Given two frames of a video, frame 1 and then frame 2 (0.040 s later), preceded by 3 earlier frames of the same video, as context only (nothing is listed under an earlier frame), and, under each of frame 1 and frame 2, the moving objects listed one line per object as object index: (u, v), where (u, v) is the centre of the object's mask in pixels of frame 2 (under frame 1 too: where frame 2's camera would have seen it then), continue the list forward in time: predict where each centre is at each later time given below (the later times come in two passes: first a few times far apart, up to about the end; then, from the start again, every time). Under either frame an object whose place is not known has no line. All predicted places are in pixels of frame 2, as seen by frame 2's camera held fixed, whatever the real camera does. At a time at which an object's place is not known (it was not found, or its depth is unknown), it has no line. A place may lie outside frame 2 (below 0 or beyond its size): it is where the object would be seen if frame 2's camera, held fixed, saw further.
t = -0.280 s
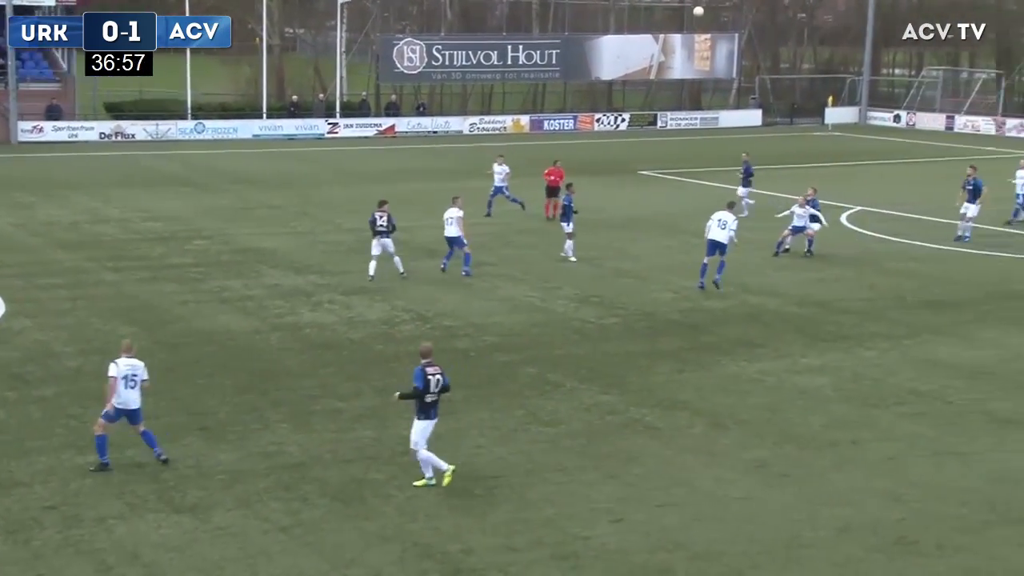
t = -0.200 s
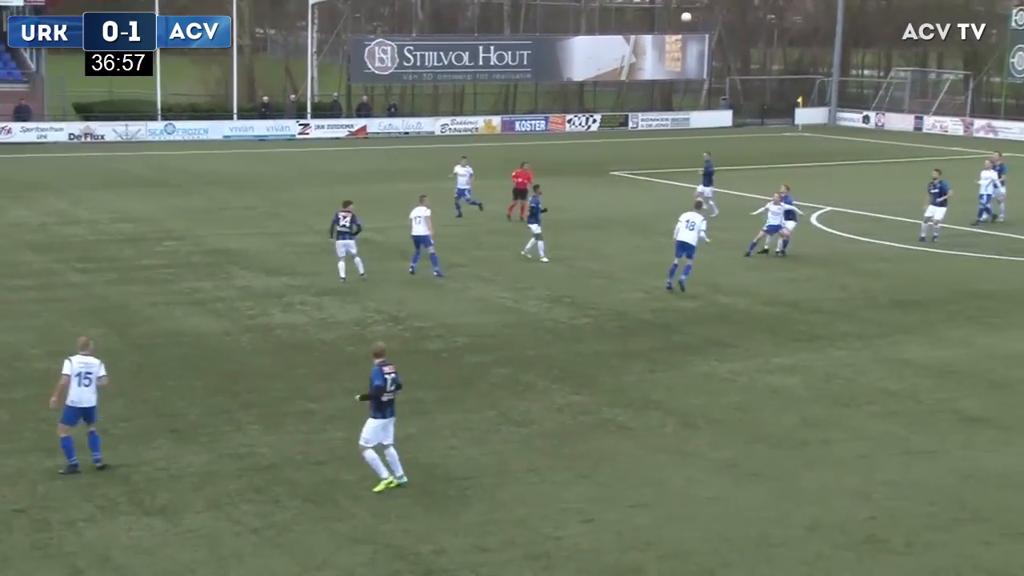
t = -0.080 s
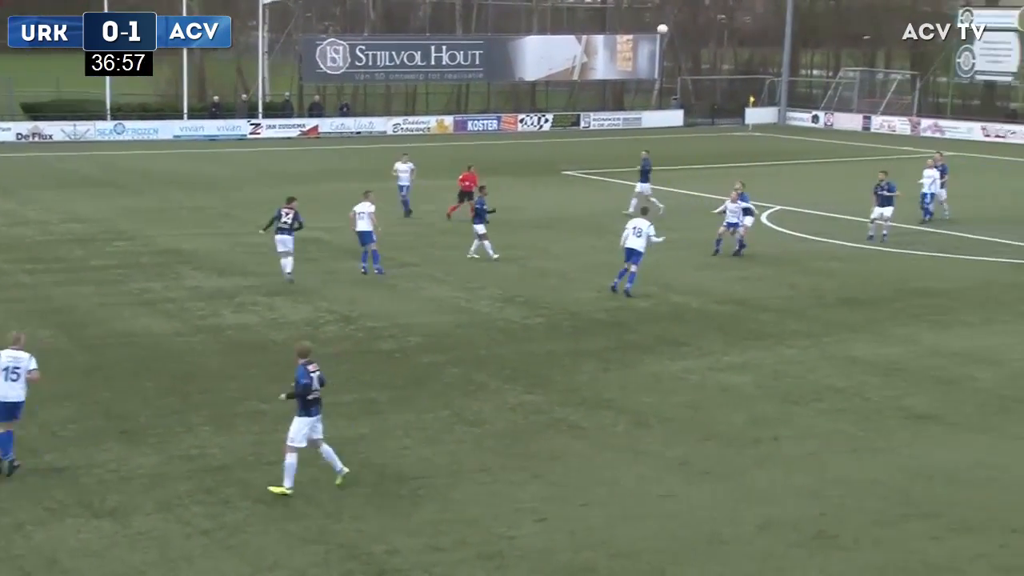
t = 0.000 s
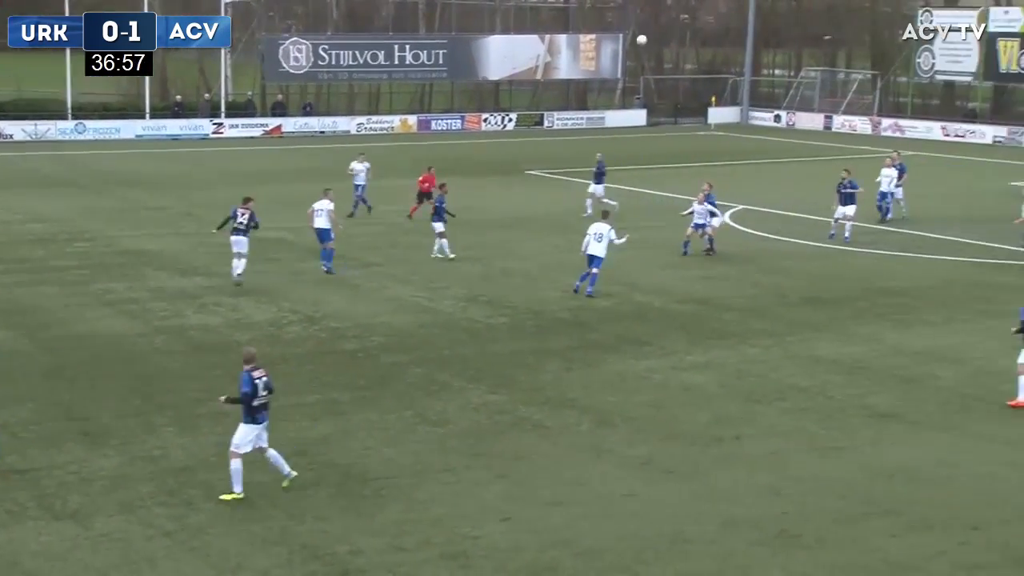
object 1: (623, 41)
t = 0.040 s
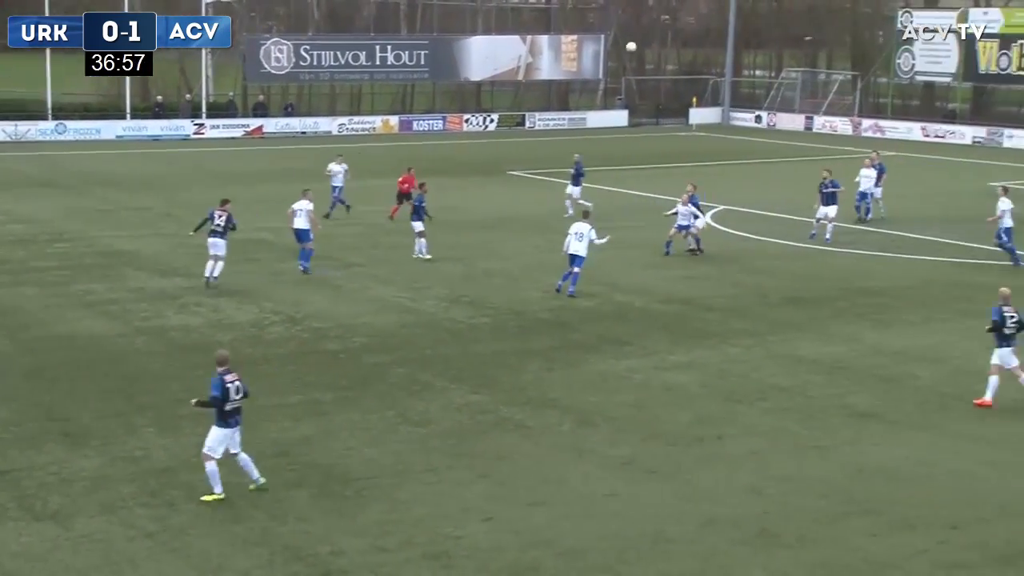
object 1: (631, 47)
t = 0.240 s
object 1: (670, 88)
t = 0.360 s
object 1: (694, 119)
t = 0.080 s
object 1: (638, 54)
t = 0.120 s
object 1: (646, 62)
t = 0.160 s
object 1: (654, 69)
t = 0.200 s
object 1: (662, 78)
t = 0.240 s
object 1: (670, 88)
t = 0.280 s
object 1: (677, 98)
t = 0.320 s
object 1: (685, 107)
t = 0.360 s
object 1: (694, 119)
